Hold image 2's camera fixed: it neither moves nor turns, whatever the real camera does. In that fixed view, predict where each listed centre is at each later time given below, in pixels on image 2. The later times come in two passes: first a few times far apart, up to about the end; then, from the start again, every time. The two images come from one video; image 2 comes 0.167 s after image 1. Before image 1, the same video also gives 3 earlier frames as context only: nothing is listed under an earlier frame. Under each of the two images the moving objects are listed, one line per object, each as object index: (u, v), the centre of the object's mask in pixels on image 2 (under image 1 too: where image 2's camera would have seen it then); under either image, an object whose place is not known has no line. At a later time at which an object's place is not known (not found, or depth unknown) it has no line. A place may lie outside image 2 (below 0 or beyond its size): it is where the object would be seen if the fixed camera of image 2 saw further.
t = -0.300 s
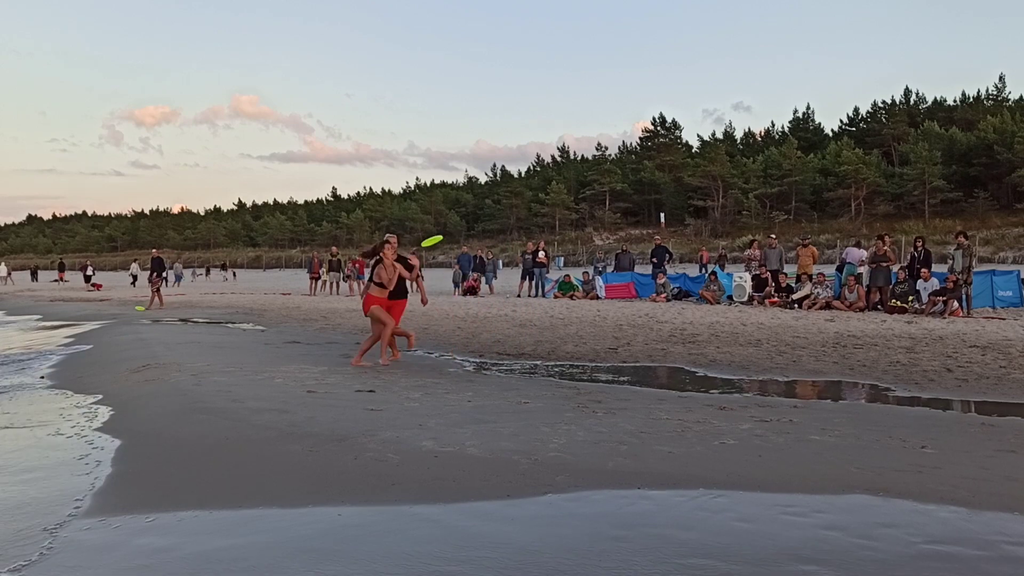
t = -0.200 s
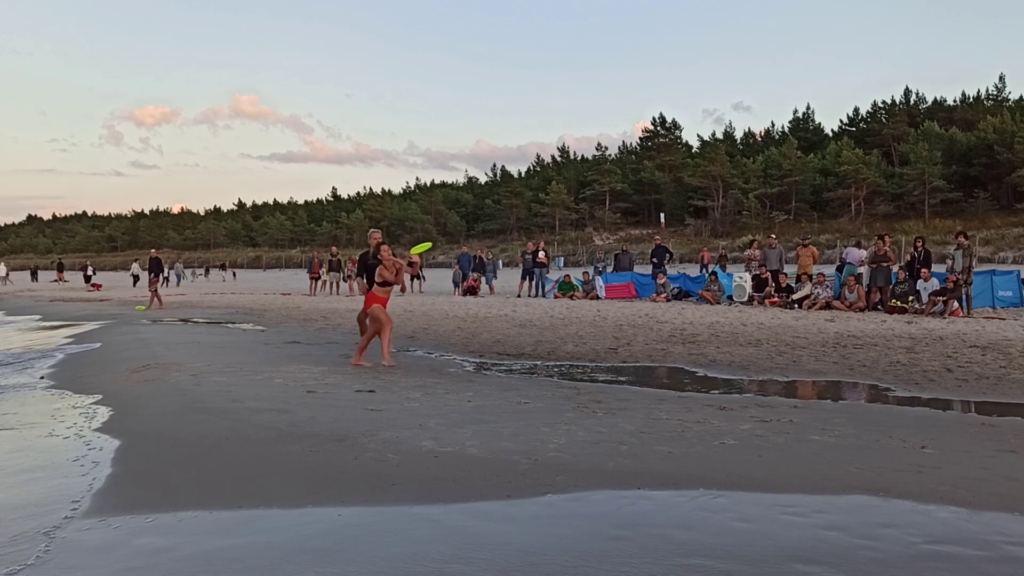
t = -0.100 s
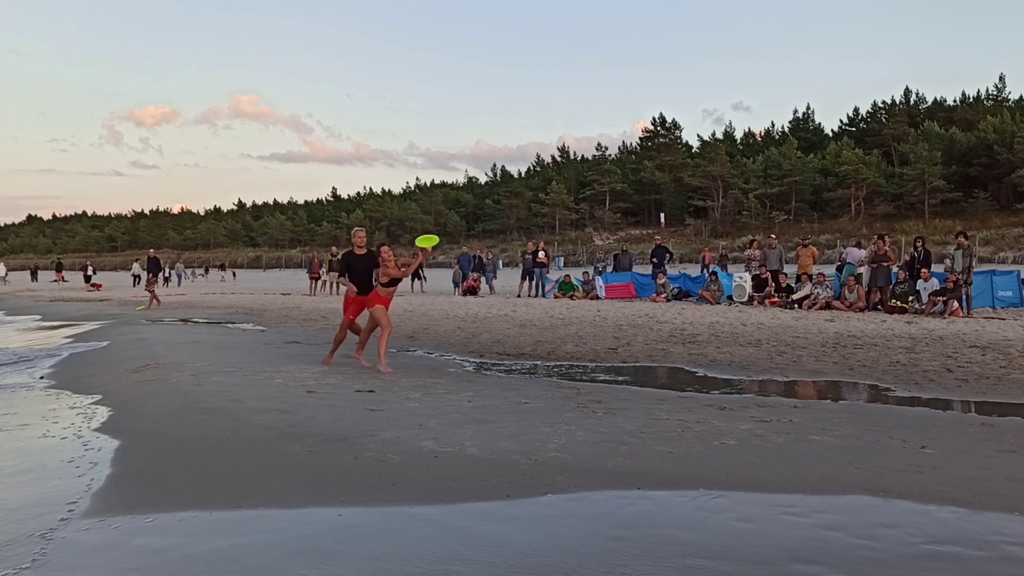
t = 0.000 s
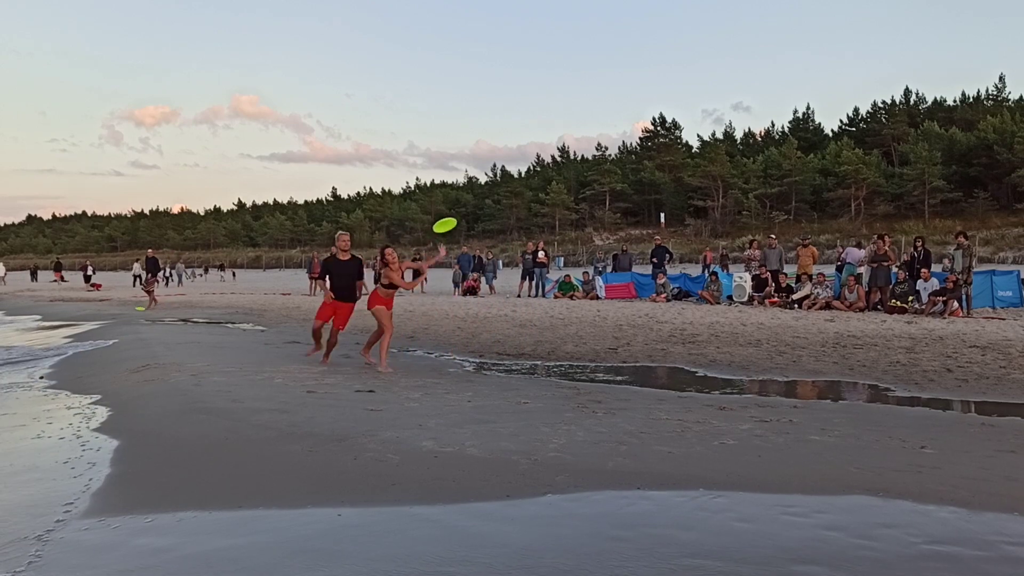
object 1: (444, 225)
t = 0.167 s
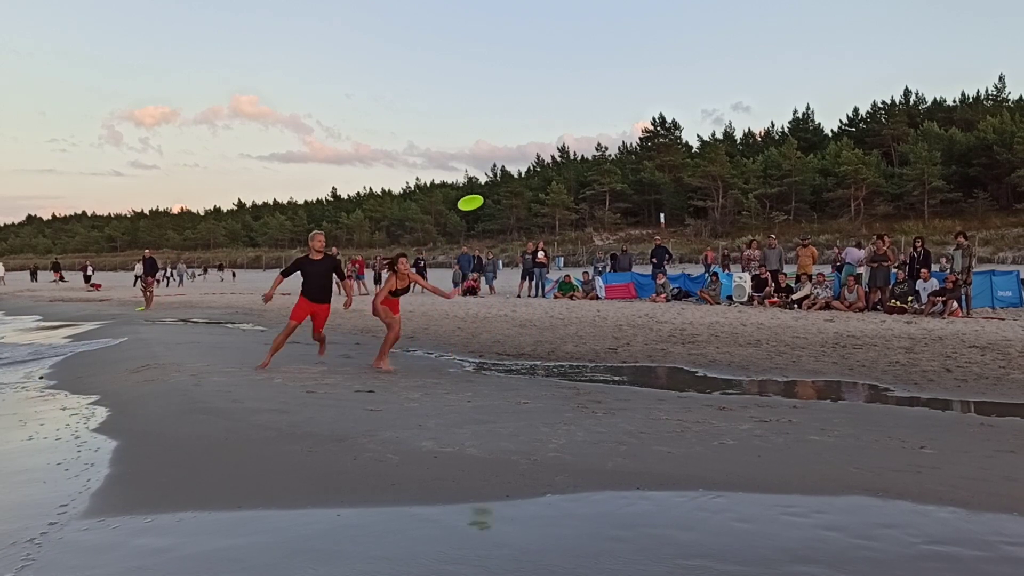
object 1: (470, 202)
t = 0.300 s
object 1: (488, 190)
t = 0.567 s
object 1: (517, 185)
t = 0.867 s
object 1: (540, 207)
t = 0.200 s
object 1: (475, 199)
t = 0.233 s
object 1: (479, 196)
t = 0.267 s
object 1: (484, 193)
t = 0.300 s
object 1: (488, 190)
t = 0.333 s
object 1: (493, 188)
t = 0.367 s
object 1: (496, 187)
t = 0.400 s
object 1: (500, 186)
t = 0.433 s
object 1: (504, 185)
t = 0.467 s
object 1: (508, 184)
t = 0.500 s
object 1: (511, 184)
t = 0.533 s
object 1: (514, 184)
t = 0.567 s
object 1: (517, 185)
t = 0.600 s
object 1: (520, 186)
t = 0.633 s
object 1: (523, 187)
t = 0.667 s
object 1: (526, 188)
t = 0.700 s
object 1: (529, 190)
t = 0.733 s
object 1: (531, 193)
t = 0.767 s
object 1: (534, 196)
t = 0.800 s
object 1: (536, 199)
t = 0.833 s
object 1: (538, 203)
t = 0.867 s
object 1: (540, 207)
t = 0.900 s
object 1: (542, 212)
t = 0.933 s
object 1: (543, 218)
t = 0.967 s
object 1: (545, 223)
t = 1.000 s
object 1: (547, 230)
